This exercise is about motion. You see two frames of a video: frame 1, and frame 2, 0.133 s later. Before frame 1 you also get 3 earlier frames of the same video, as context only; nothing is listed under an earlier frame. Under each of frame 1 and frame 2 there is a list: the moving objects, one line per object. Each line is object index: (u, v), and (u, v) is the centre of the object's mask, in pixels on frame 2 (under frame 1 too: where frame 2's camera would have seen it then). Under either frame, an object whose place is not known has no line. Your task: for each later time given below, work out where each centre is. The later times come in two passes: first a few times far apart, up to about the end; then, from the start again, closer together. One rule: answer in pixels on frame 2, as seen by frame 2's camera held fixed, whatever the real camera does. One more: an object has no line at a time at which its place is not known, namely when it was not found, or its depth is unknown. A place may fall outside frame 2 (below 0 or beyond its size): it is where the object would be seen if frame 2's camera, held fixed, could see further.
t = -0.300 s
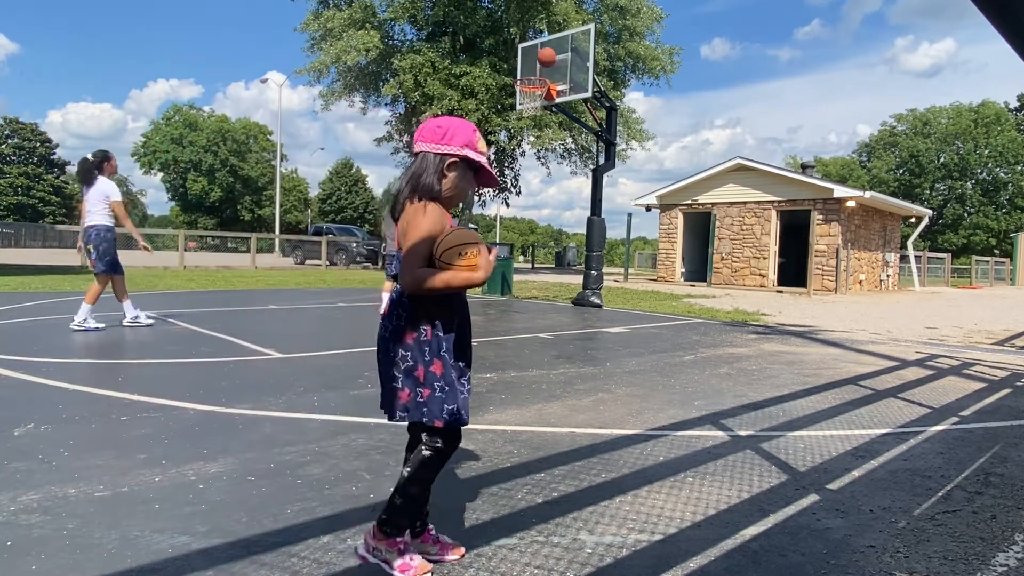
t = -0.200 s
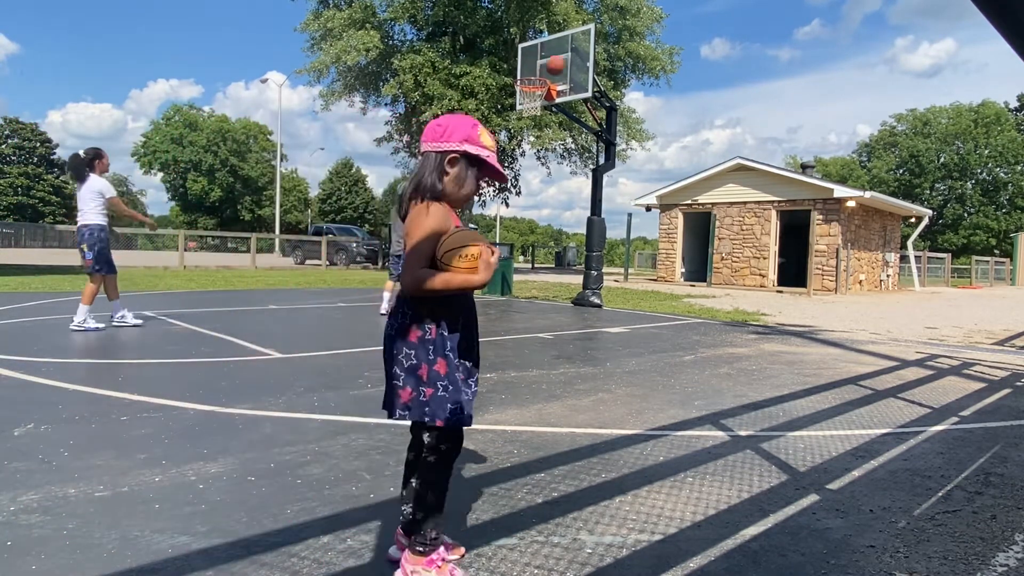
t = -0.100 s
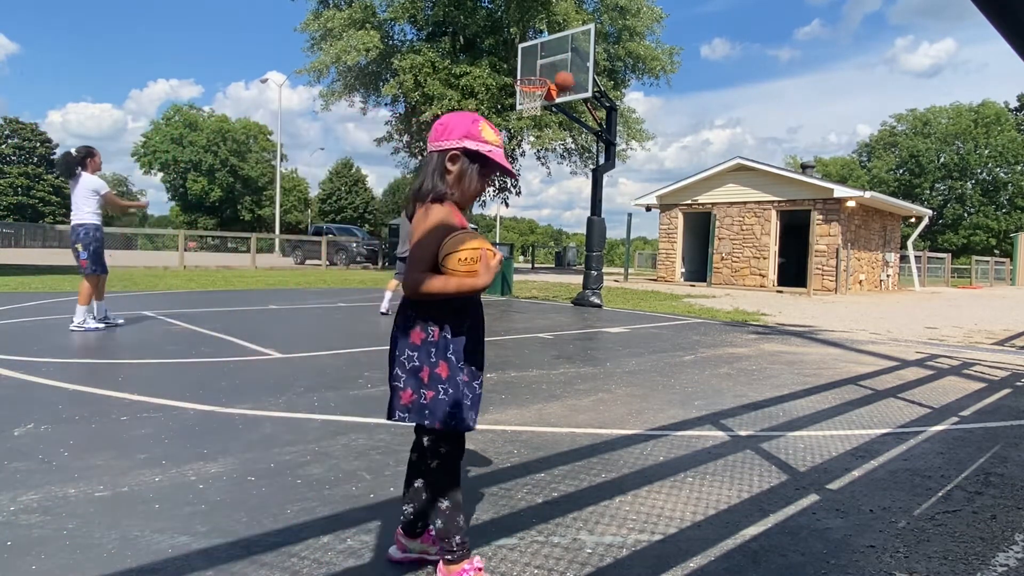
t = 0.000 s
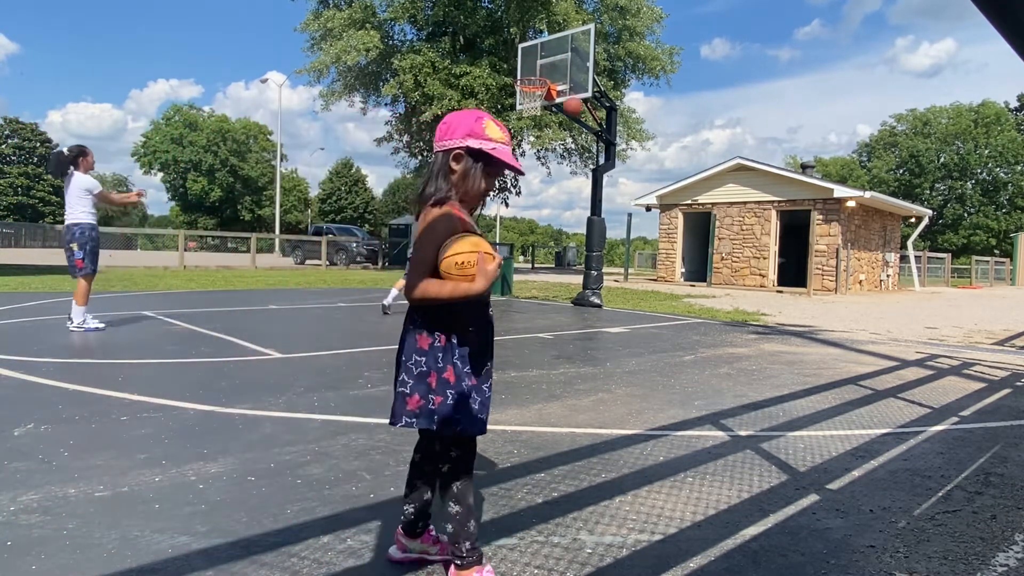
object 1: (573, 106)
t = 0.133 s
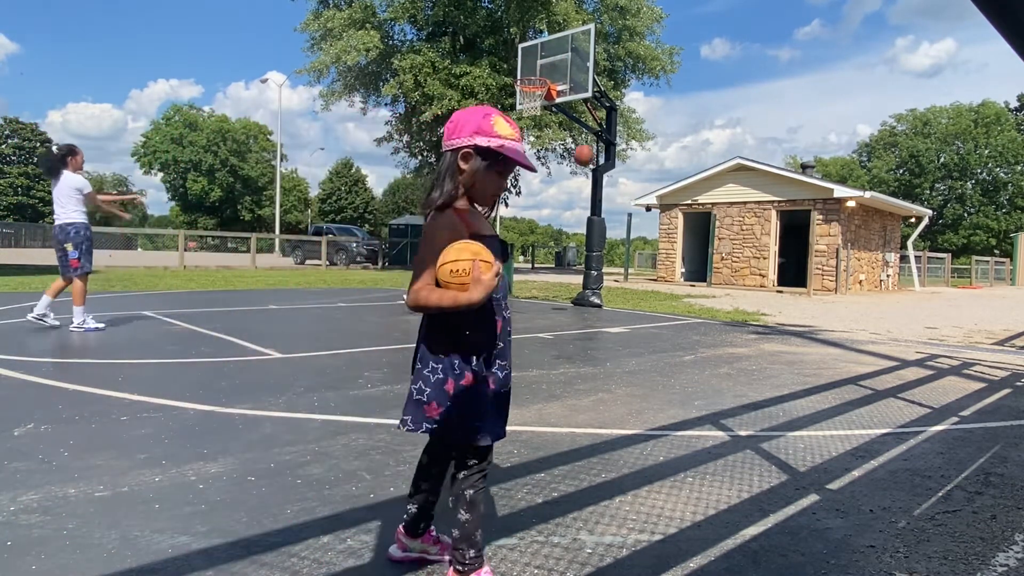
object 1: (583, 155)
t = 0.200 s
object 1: (589, 186)
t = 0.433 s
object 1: (606, 318)
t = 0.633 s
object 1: (620, 213)
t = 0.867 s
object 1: (637, 129)
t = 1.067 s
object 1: (651, 94)
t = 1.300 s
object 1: (666, 108)
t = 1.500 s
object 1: (678, 177)
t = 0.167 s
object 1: (586, 169)
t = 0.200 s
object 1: (589, 186)
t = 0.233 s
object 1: (591, 203)
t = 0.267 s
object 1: (594, 220)
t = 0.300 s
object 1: (597, 238)
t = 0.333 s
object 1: (599, 259)
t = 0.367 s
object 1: (602, 281)
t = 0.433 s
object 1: (606, 318)
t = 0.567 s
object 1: (616, 245)
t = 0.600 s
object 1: (618, 229)
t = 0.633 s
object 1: (620, 213)
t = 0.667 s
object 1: (623, 199)
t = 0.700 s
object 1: (625, 185)
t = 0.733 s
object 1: (628, 172)
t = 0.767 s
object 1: (630, 160)
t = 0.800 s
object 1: (633, 148)
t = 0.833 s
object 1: (635, 138)
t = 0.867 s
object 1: (637, 129)
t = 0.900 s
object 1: (640, 120)
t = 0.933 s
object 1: (642, 113)
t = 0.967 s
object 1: (644, 106)
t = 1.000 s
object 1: (646, 101)
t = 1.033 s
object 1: (649, 97)
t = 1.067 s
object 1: (651, 94)
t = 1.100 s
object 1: (653, 92)
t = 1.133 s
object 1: (656, 91)
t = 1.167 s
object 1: (658, 92)
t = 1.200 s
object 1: (660, 94)
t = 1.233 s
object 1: (662, 97)
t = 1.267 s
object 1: (664, 102)
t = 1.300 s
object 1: (666, 108)
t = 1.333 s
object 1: (668, 116)
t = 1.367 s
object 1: (670, 125)
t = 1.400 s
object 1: (672, 136)
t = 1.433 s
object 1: (674, 148)
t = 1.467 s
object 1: (676, 161)
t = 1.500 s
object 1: (678, 177)
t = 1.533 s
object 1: (680, 194)
